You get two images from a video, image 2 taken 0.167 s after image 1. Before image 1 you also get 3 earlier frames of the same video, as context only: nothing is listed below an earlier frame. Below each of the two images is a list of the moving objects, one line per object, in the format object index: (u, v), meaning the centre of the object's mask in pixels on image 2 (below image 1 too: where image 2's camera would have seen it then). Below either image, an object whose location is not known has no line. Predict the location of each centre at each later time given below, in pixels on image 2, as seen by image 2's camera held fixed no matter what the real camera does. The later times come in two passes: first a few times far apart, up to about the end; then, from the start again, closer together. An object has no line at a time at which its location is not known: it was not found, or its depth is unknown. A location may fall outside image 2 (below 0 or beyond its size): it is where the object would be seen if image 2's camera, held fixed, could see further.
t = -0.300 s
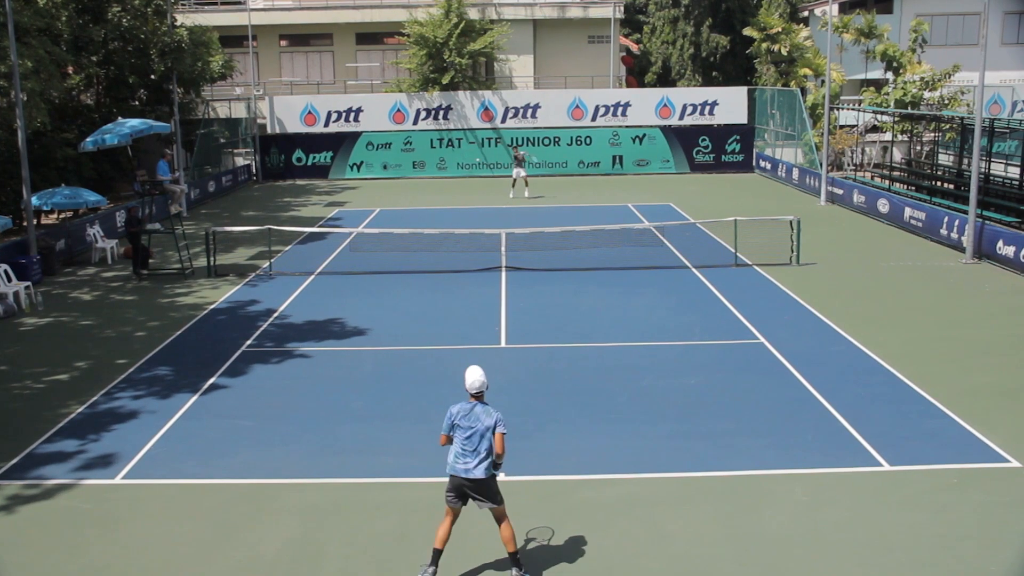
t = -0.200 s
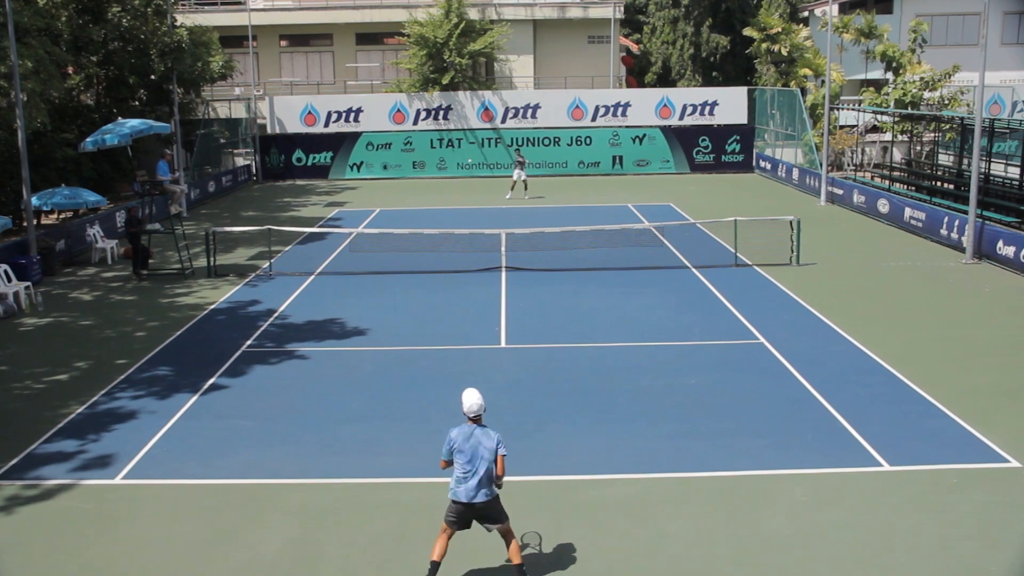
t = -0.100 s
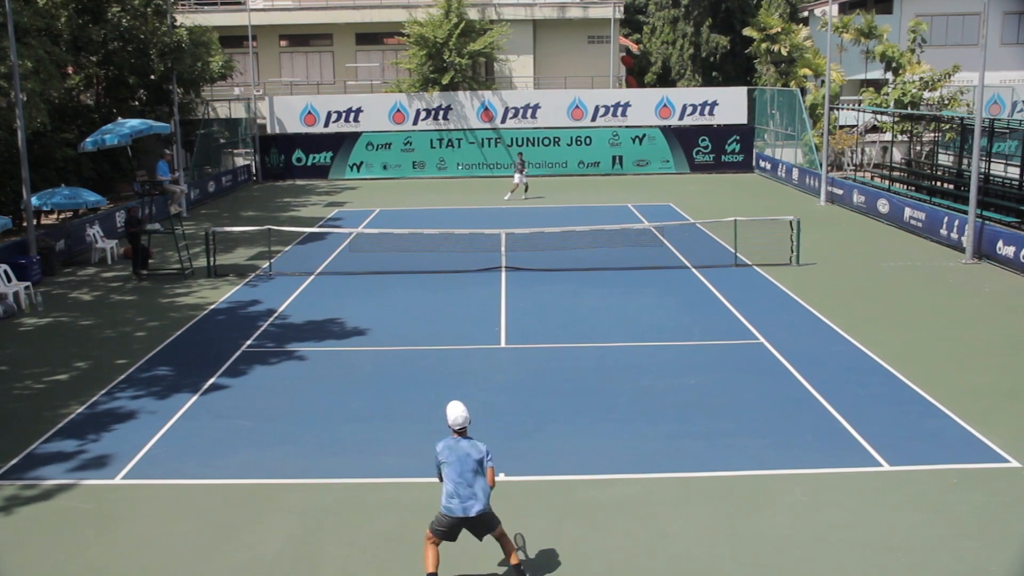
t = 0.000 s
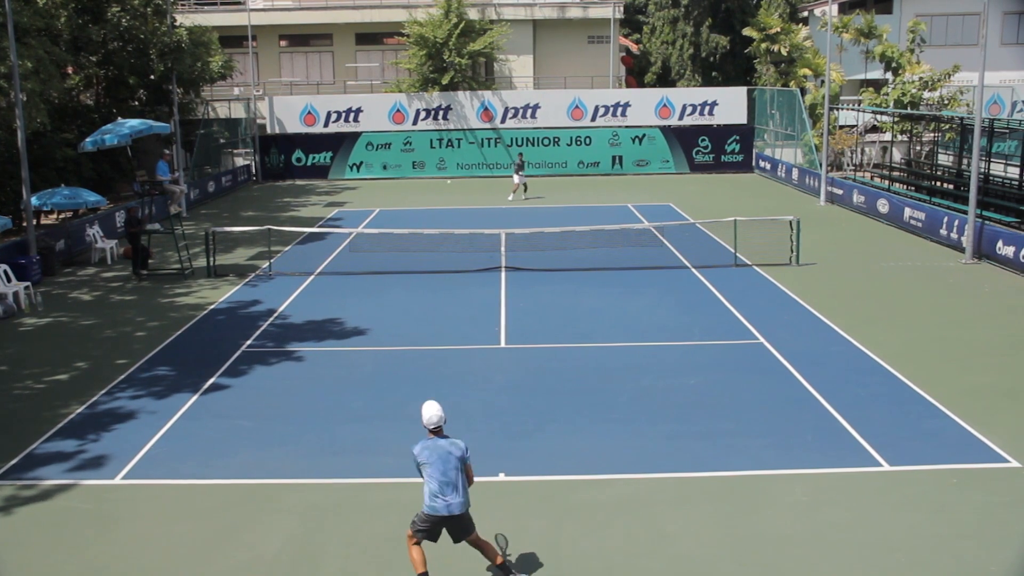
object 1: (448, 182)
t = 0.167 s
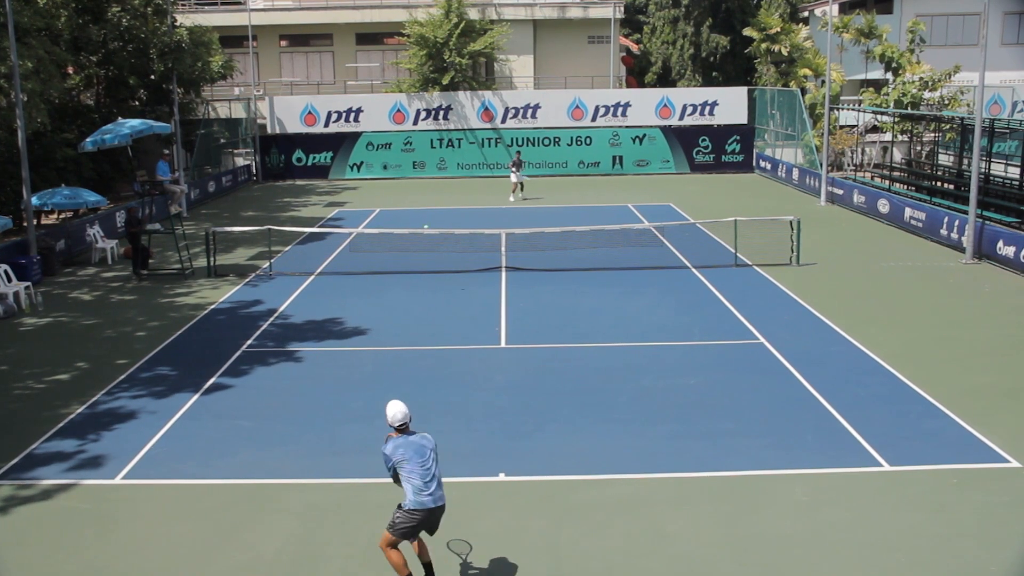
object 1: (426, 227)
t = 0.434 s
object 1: (374, 352)
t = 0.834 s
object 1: (286, 349)
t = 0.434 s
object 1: (374, 352)
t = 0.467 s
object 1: (369, 347)
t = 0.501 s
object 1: (363, 342)
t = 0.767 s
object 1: (305, 338)
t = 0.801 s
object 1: (295, 342)
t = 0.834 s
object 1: (286, 349)
